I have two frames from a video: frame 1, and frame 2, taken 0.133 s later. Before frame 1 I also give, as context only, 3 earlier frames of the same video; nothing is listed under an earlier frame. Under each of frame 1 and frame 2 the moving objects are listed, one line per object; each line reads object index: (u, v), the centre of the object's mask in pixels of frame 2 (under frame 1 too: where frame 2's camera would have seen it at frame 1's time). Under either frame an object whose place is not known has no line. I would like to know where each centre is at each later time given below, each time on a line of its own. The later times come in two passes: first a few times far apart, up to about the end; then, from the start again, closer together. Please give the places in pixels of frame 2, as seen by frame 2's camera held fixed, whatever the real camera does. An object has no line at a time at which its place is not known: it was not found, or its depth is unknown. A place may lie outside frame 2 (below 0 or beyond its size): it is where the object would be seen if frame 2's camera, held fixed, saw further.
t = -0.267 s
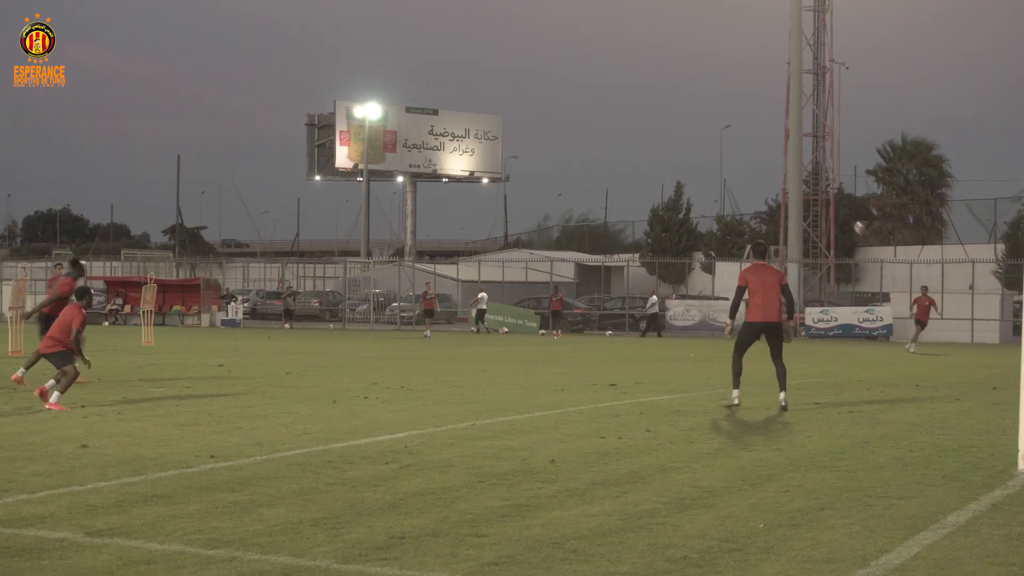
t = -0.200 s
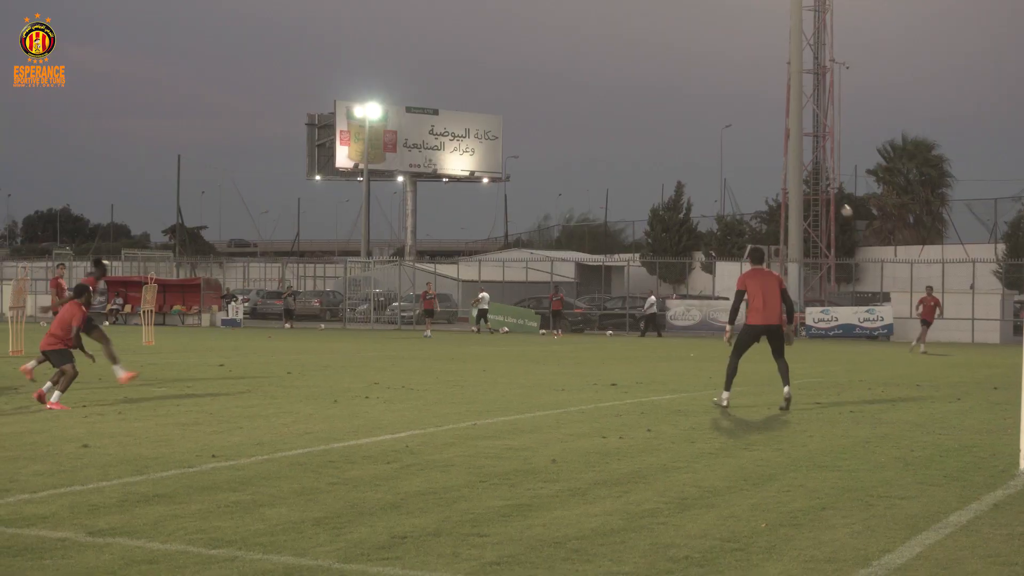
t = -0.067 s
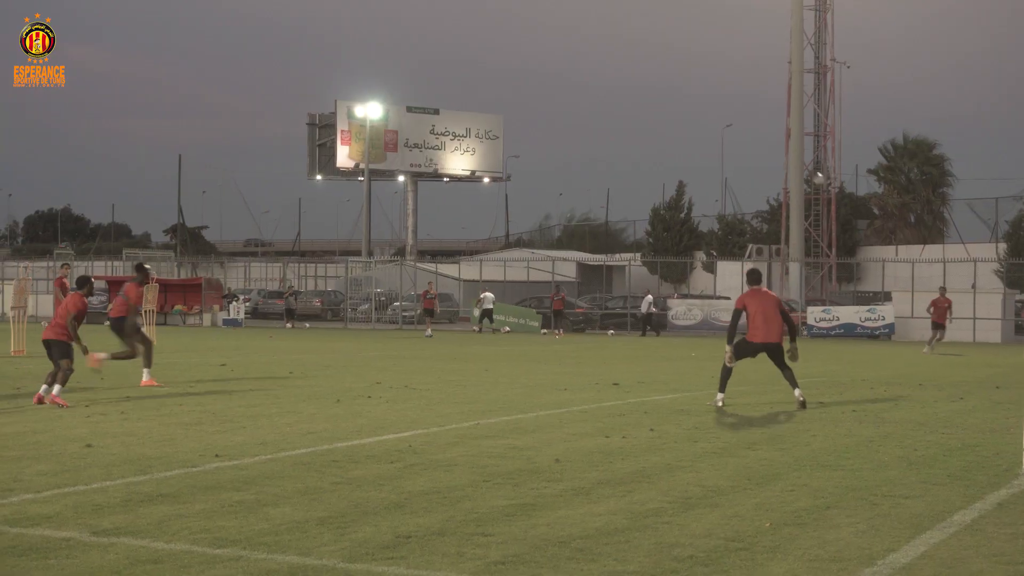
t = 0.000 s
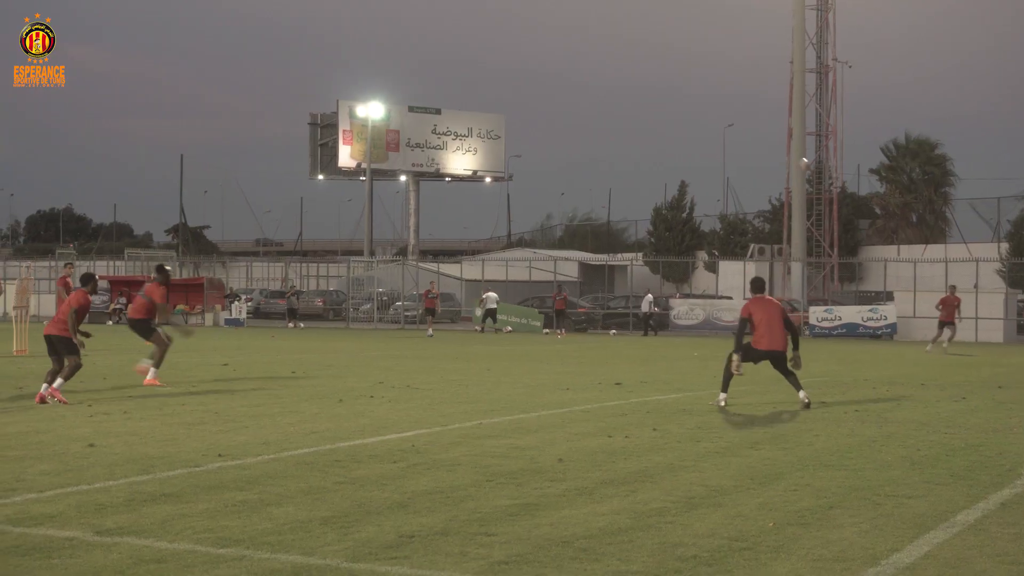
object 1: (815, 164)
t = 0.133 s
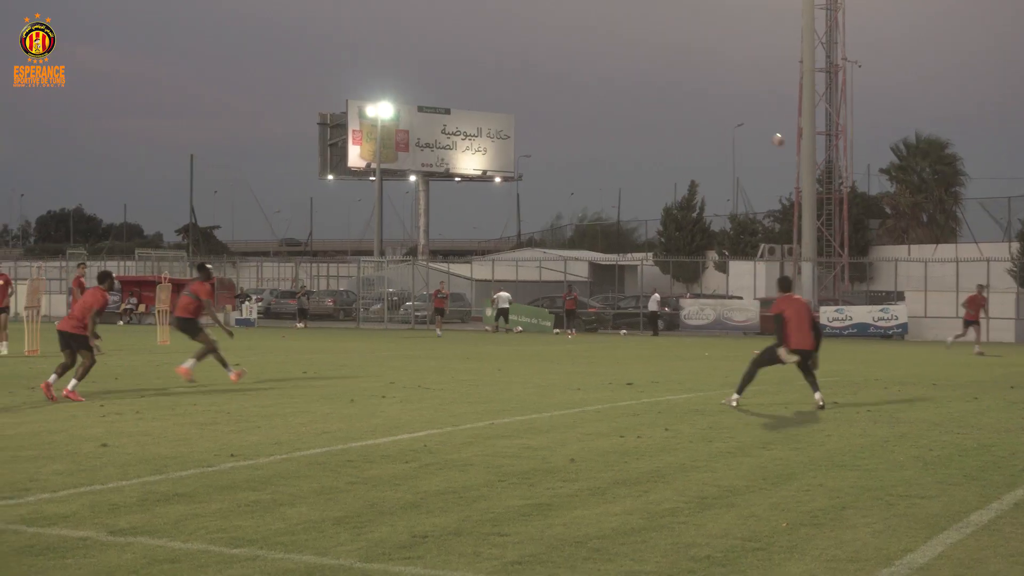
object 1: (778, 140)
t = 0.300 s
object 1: (724, 119)
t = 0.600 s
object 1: (605, 112)
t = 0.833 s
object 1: (496, 140)
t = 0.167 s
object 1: (768, 135)
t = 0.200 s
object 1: (757, 130)
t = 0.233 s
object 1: (745, 126)
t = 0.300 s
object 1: (724, 119)
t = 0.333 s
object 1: (711, 116)
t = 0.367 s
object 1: (699, 114)
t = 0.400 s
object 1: (687, 112)
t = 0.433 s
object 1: (674, 111)
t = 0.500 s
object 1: (647, 110)
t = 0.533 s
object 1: (634, 110)
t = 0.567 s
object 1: (621, 111)
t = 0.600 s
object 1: (605, 112)
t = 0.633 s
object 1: (591, 115)
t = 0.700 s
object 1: (560, 121)
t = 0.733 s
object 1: (544, 124)
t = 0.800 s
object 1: (512, 134)
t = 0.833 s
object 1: (496, 140)
